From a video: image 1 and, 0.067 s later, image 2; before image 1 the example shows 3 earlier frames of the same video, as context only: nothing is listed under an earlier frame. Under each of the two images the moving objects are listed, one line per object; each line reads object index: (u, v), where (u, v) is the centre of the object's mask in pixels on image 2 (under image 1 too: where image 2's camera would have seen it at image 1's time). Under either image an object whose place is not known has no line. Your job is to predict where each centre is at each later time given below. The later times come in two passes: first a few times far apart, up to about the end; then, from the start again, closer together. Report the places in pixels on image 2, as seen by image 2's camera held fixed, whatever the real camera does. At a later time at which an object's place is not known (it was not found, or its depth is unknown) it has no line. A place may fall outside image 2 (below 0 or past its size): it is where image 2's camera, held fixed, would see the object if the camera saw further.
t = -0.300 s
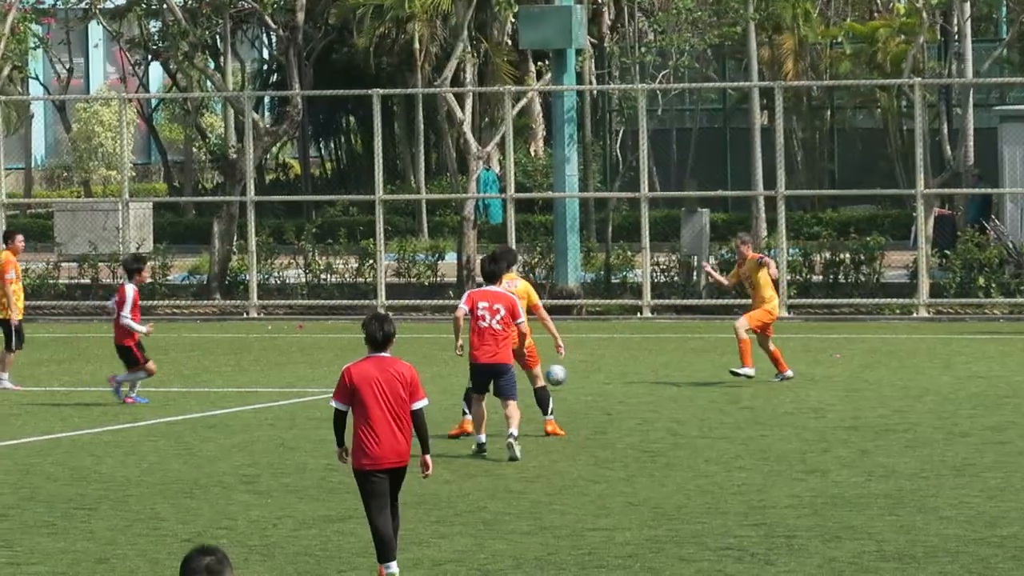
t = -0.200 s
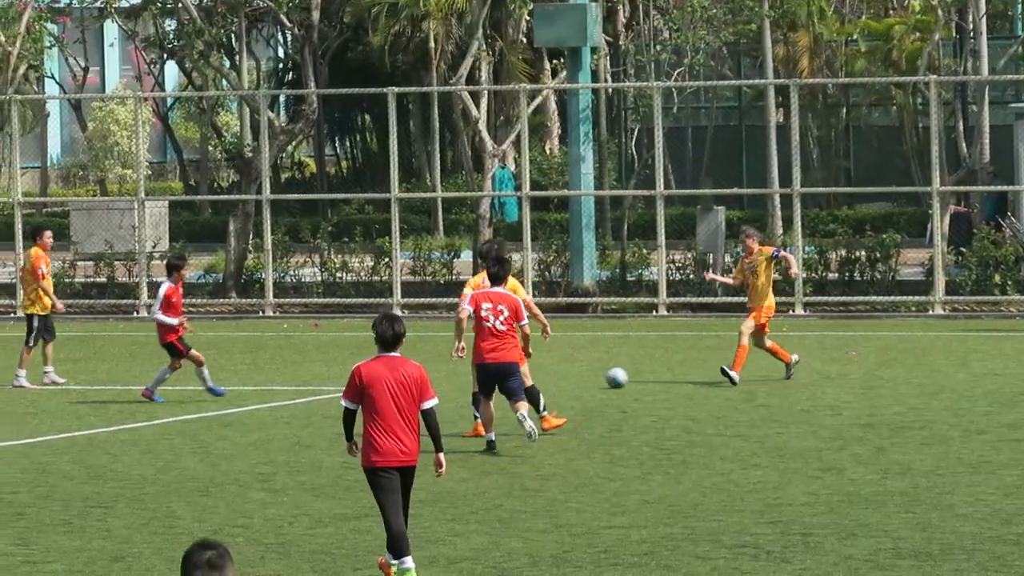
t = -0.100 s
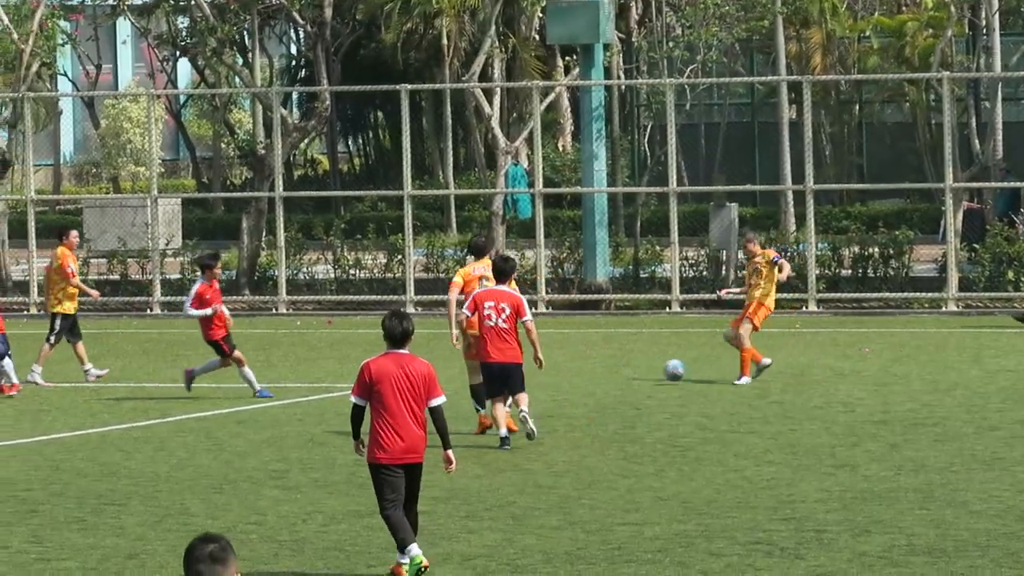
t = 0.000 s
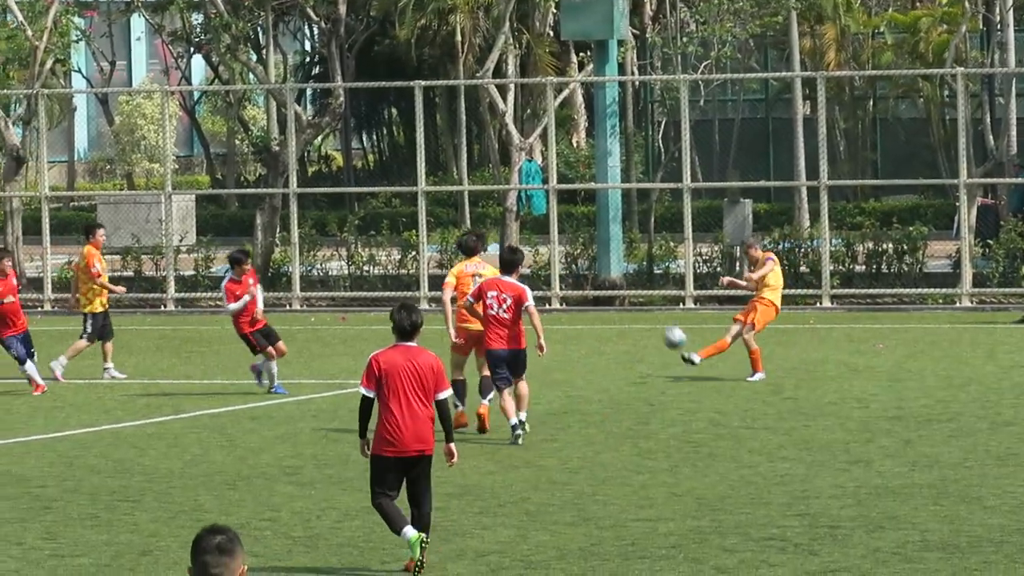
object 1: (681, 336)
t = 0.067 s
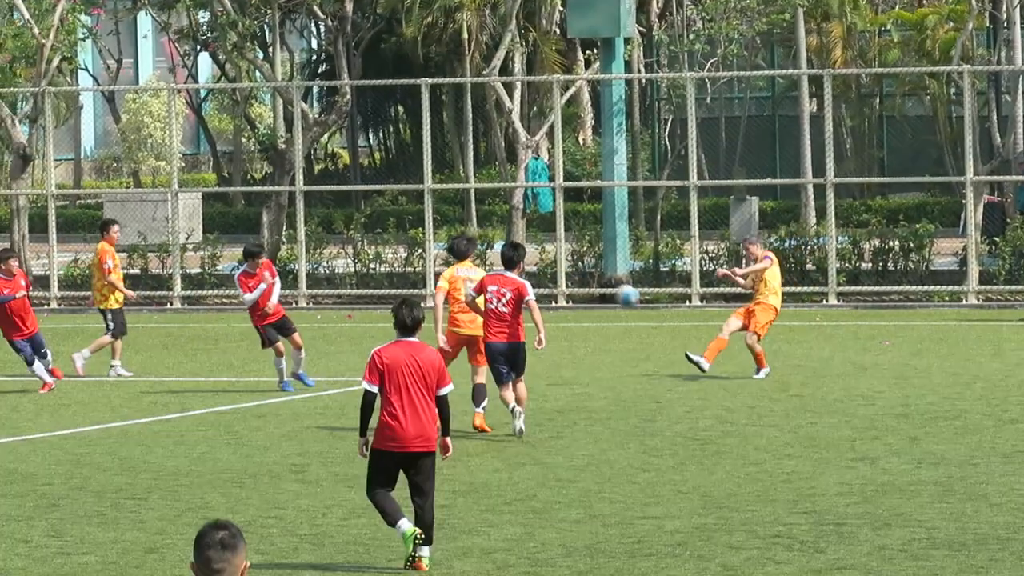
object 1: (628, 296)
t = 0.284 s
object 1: (460, 194)
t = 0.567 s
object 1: (247, 128)
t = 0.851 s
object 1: (32, 136)
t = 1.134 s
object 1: (-199, 236)
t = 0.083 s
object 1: (614, 286)
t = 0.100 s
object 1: (601, 277)
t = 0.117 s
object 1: (589, 268)
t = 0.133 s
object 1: (575, 262)
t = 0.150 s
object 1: (563, 253)
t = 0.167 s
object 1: (548, 244)
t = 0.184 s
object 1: (536, 236)
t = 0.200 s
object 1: (524, 229)
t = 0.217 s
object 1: (510, 221)
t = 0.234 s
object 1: (497, 214)
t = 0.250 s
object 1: (485, 206)
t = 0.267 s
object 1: (472, 201)
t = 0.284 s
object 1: (460, 194)
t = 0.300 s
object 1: (446, 189)
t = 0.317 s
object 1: (434, 184)
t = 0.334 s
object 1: (420, 179)
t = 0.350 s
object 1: (409, 173)
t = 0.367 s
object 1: (396, 169)
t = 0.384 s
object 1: (383, 165)
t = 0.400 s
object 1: (371, 159)
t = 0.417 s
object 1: (359, 154)
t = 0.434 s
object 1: (346, 151)
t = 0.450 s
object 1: (333, 148)
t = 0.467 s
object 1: (321, 143)
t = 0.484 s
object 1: (310, 141)
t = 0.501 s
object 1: (297, 138)
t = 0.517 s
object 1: (284, 135)
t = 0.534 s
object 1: (272, 133)
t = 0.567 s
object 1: (247, 128)
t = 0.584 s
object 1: (235, 126)
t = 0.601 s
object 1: (222, 125)
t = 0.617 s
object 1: (212, 122)
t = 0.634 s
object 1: (198, 122)
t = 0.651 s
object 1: (185, 123)
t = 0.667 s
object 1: (172, 122)
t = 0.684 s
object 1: (160, 121)
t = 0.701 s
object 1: (147, 122)
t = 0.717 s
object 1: (135, 121)
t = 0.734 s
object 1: (122, 123)
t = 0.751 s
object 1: (110, 123)
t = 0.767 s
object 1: (97, 125)
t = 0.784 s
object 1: (83, 127)
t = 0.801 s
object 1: (72, 128)
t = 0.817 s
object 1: (59, 131)
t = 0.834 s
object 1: (46, 133)
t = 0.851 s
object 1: (32, 136)
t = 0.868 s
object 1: (20, 138)
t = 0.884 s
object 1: (7, 141)
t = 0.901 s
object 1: (-6, 145)
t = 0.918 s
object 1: (-20, 149)
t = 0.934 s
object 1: (-33, 154)
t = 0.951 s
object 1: (-46, 158)
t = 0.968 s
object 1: (-60, 165)
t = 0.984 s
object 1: (-73, 170)
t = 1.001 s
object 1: (-86, 175)
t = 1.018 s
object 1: (-100, 182)
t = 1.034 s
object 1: (-114, 190)
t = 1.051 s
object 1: (-128, 197)
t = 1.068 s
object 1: (-142, 203)
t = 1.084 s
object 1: (-157, 211)
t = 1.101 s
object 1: (-171, 219)
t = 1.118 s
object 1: (-186, 227)
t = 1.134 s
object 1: (-199, 236)
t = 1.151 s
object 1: (-214, 246)
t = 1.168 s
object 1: (-229, 256)
